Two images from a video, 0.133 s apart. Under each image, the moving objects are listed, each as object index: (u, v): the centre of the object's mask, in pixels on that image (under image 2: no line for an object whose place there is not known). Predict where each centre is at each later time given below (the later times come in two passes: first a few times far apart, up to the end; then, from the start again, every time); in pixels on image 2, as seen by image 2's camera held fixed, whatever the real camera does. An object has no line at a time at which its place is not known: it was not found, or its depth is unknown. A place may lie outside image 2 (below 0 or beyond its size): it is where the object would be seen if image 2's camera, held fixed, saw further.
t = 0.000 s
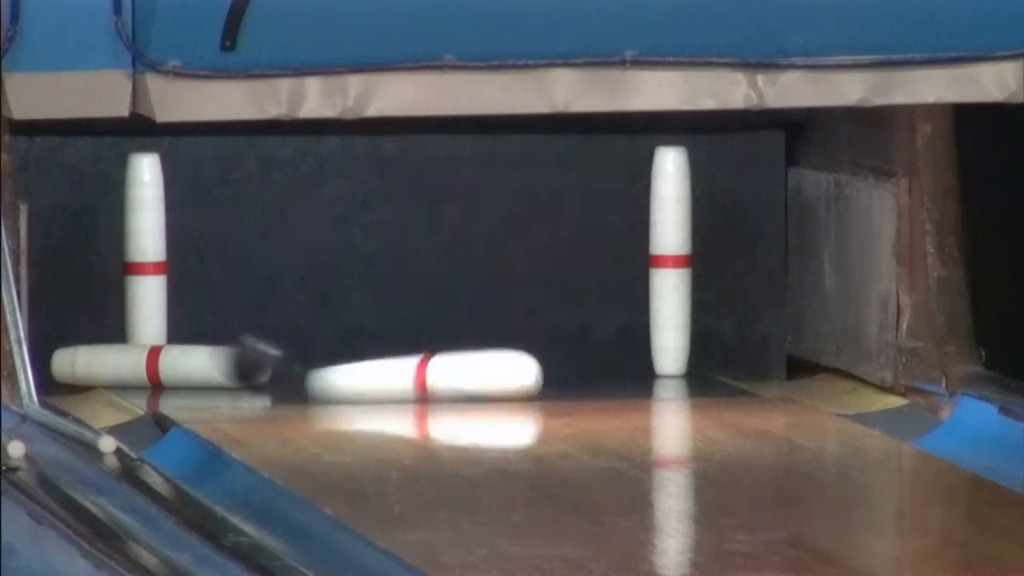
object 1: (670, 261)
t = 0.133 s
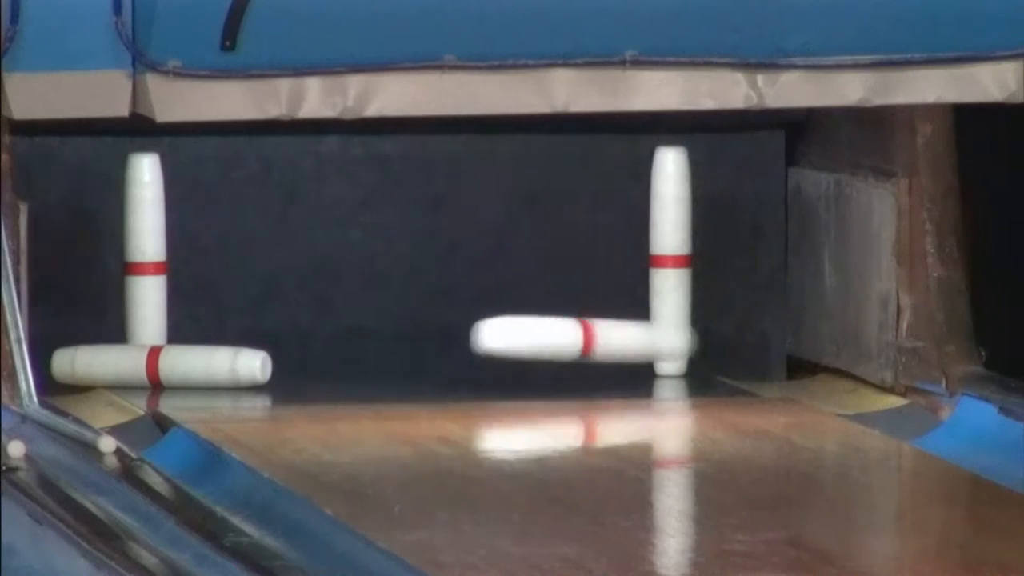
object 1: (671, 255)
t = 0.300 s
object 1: (670, 249)
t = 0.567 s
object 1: (531, 267)
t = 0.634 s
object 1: (507, 276)
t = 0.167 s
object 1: (670, 235)
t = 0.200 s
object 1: (670, 245)
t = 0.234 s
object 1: (670, 246)
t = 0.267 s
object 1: (670, 260)
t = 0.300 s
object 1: (670, 249)
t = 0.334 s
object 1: (667, 242)
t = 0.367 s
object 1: (638, 254)
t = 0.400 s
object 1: (615, 258)
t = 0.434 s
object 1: (595, 272)
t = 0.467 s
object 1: (567, 277)
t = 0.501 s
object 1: (555, 269)
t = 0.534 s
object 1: (543, 268)
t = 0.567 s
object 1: (531, 267)
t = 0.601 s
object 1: (519, 270)
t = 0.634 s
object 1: (507, 276)
